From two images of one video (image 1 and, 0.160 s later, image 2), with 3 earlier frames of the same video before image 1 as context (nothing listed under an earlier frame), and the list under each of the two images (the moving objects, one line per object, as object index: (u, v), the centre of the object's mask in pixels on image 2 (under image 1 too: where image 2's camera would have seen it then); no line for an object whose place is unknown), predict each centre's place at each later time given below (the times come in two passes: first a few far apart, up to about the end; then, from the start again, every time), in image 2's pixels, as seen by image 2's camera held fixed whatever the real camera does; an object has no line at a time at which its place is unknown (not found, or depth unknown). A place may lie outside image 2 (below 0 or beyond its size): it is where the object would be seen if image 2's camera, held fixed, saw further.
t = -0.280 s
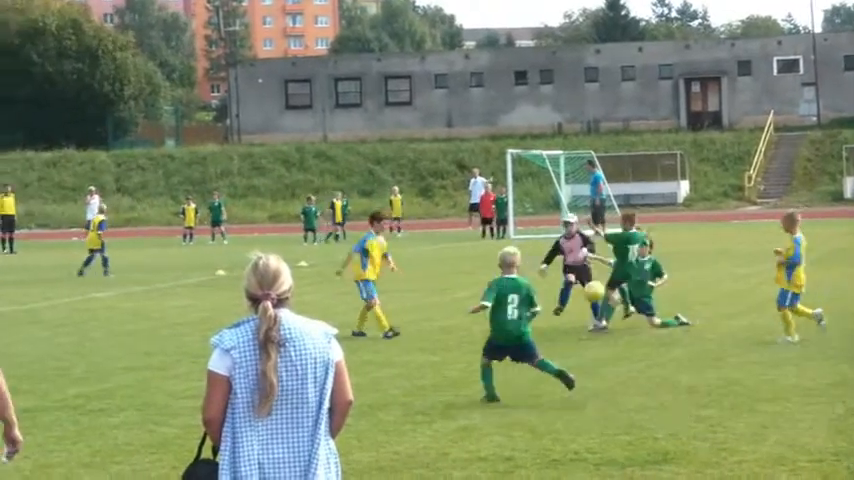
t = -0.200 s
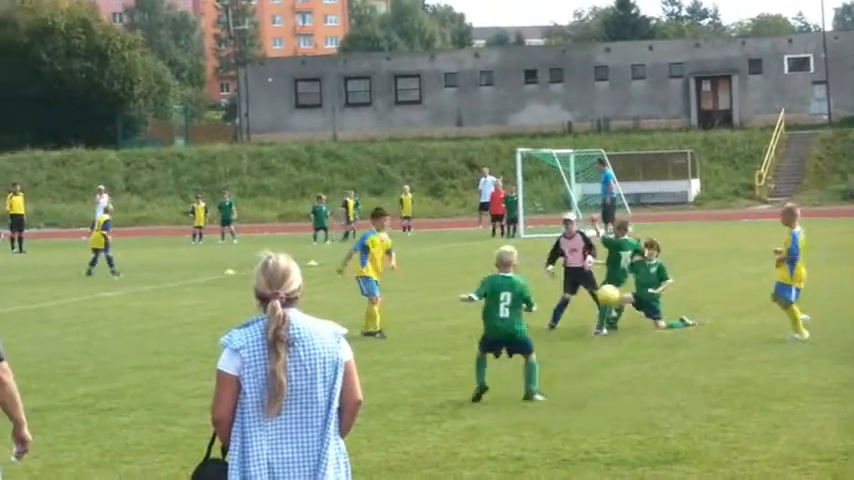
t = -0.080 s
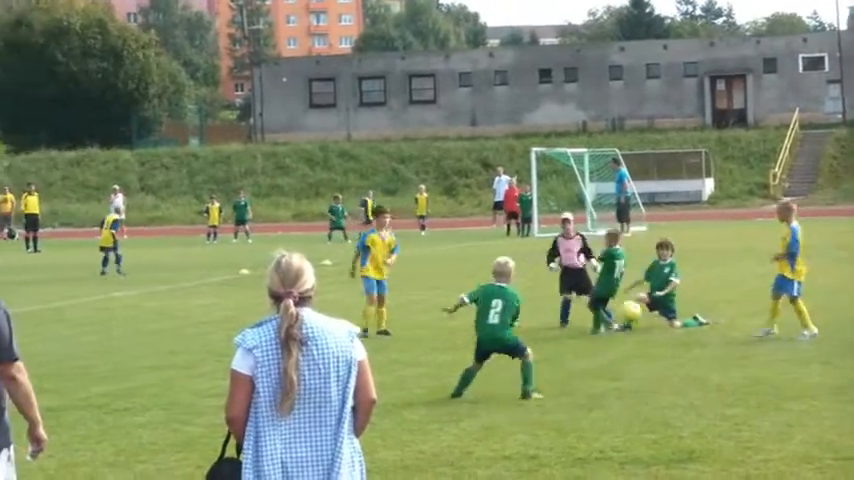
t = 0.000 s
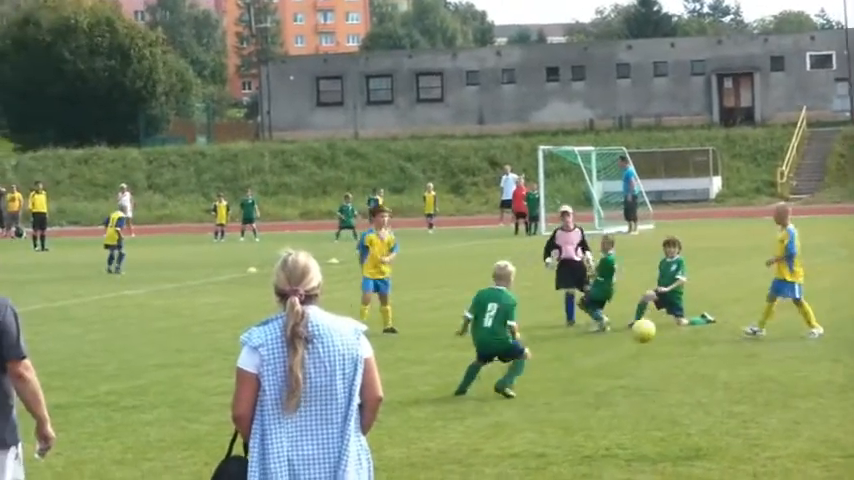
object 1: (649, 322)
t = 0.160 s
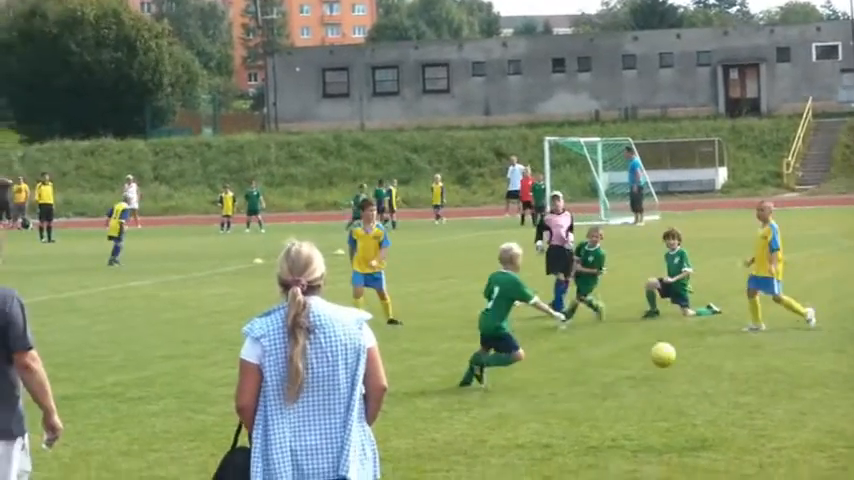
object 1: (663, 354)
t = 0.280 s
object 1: (672, 338)
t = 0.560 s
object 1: (697, 370)
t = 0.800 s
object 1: (717, 386)
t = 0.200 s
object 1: (666, 347)
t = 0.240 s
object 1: (669, 341)
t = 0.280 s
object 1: (672, 338)
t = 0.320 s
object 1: (675, 336)
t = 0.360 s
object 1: (677, 336)
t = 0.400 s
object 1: (681, 338)
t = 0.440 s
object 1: (685, 343)
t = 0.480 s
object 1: (690, 350)
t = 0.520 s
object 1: (693, 359)
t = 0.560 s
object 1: (697, 370)
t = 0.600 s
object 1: (702, 384)
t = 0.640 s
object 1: (706, 391)
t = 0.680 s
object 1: (709, 388)
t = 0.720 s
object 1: (711, 385)
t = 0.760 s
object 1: (714, 384)
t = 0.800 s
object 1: (717, 386)
